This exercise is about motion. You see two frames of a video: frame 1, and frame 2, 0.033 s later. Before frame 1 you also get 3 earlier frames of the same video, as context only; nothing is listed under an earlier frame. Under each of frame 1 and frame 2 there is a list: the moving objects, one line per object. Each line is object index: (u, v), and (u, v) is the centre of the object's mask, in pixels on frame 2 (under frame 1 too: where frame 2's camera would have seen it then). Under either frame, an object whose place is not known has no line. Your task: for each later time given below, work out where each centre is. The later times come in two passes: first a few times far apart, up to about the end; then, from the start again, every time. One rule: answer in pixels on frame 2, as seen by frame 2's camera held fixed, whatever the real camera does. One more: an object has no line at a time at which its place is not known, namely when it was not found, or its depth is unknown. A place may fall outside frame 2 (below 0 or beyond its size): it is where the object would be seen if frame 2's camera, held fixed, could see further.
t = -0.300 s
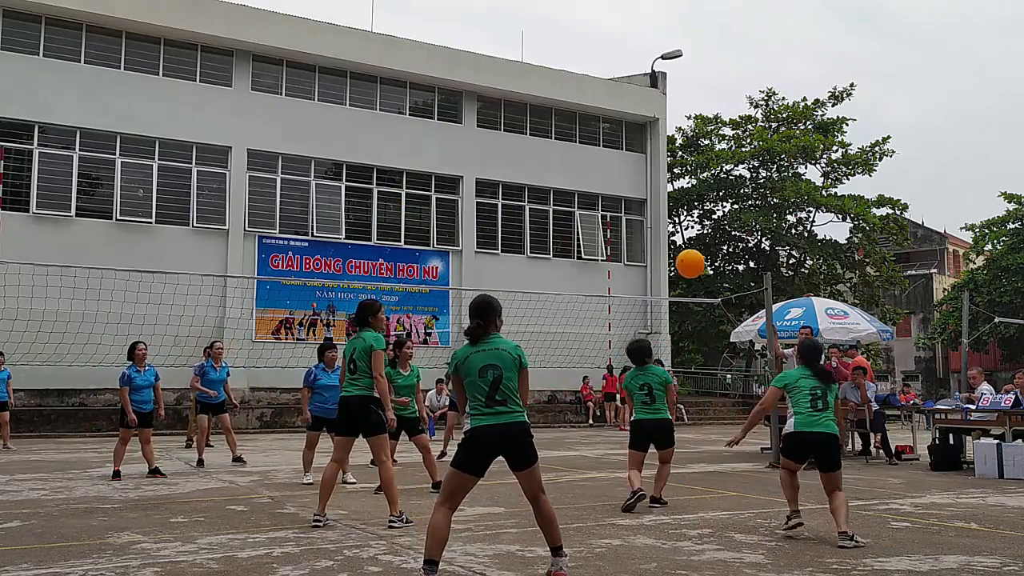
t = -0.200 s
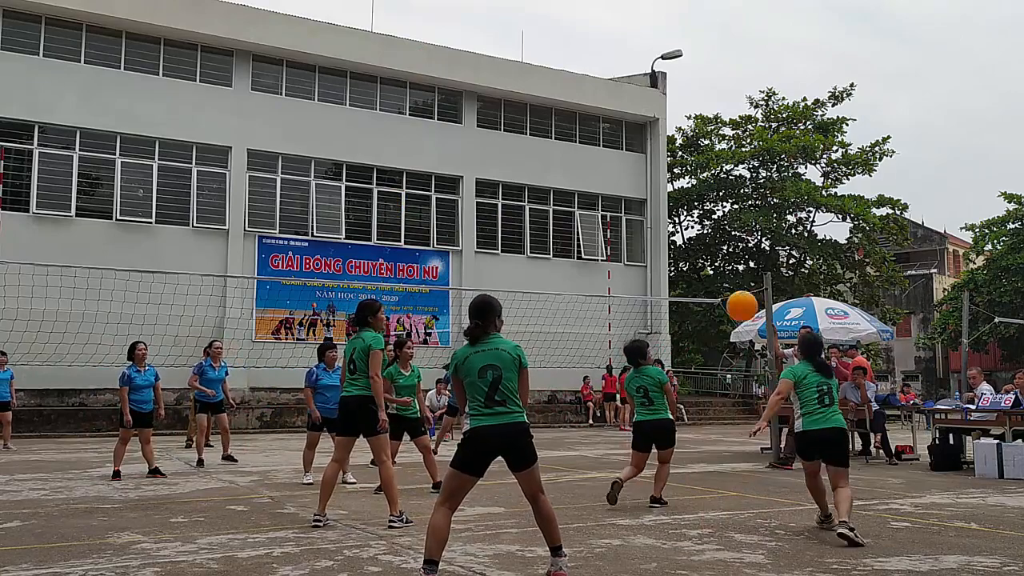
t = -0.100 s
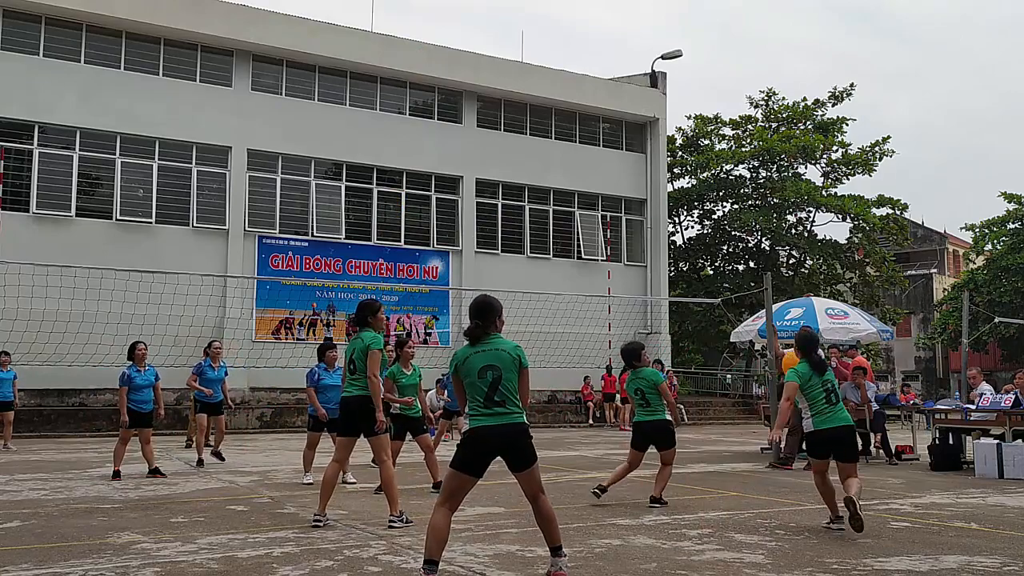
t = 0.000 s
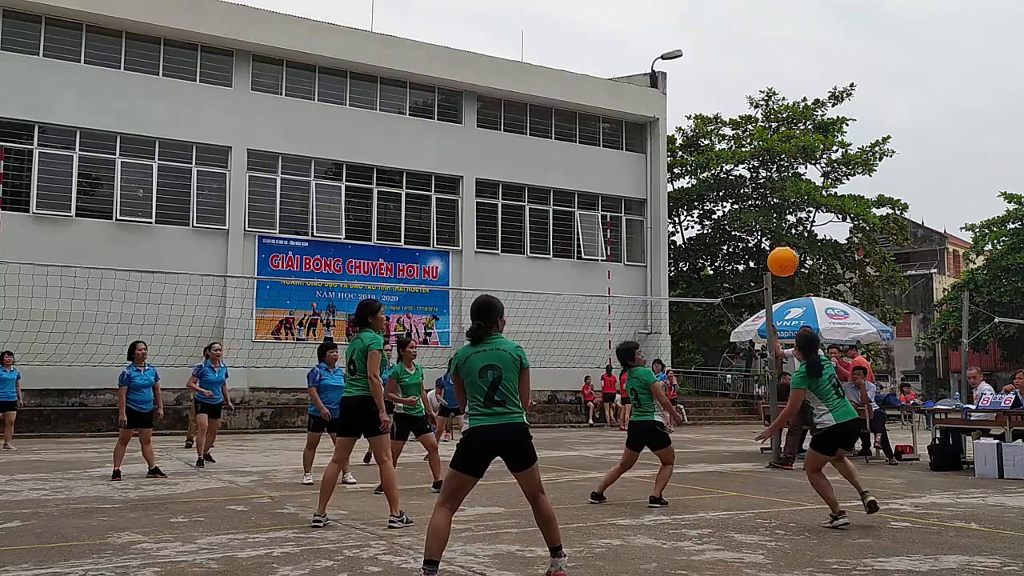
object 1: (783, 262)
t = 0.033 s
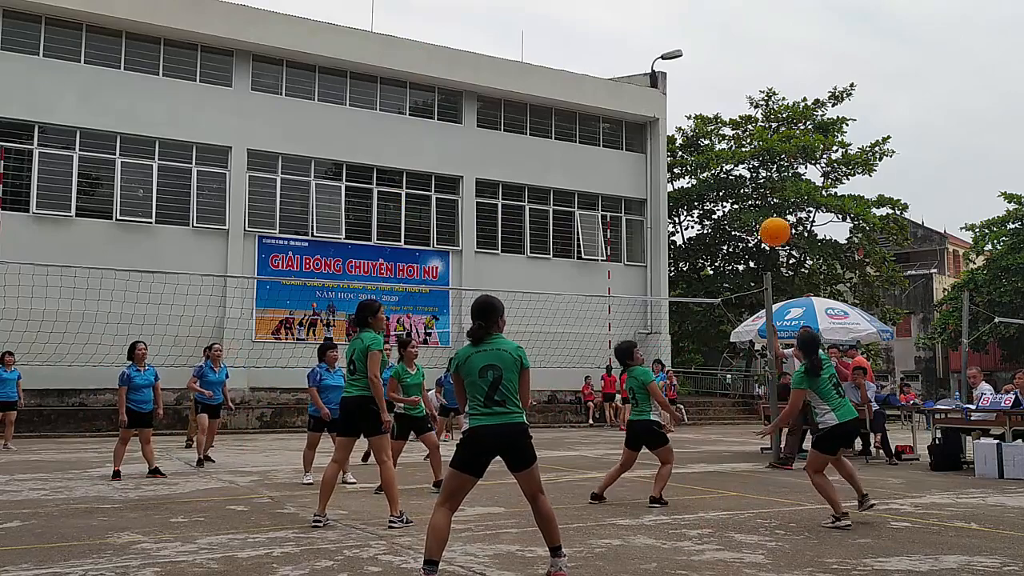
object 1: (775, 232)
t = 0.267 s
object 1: (723, 89)
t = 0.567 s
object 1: (676, 27)
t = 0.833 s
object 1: (647, 40)
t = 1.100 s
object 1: (623, 101)
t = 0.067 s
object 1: (767, 205)
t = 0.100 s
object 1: (759, 180)
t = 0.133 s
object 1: (751, 158)
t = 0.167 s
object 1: (743, 138)
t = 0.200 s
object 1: (736, 120)
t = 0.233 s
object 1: (729, 103)
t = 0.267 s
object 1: (723, 89)
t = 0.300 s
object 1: (716, 77)
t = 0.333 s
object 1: (710, 66)
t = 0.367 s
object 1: (705, 57)
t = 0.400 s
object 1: (699, 49)
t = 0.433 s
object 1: (694, 42)
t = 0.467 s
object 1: (689, 37)
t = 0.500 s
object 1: (684, 32)
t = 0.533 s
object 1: (680, 29)
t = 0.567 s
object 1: (676, 27)
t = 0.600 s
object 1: (671, 25)
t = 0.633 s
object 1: (668, 25)
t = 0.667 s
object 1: (664, 26)
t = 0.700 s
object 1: (660, 27)
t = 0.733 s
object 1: (657, 29)
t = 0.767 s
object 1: (653, 32)
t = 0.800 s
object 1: (650, 36)
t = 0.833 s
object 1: (647, 40)
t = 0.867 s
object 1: (643, 46)
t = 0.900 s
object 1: (640, 52)
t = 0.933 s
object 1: (637, 58)
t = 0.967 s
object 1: (634, 66)
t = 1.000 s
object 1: (631, 74)
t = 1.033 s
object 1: (628, 83)
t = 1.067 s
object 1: (625, 91)
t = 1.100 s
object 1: (623, 101)
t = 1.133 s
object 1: (619, 111)
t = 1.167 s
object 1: (617, 122)
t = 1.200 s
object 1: (614, 133)
